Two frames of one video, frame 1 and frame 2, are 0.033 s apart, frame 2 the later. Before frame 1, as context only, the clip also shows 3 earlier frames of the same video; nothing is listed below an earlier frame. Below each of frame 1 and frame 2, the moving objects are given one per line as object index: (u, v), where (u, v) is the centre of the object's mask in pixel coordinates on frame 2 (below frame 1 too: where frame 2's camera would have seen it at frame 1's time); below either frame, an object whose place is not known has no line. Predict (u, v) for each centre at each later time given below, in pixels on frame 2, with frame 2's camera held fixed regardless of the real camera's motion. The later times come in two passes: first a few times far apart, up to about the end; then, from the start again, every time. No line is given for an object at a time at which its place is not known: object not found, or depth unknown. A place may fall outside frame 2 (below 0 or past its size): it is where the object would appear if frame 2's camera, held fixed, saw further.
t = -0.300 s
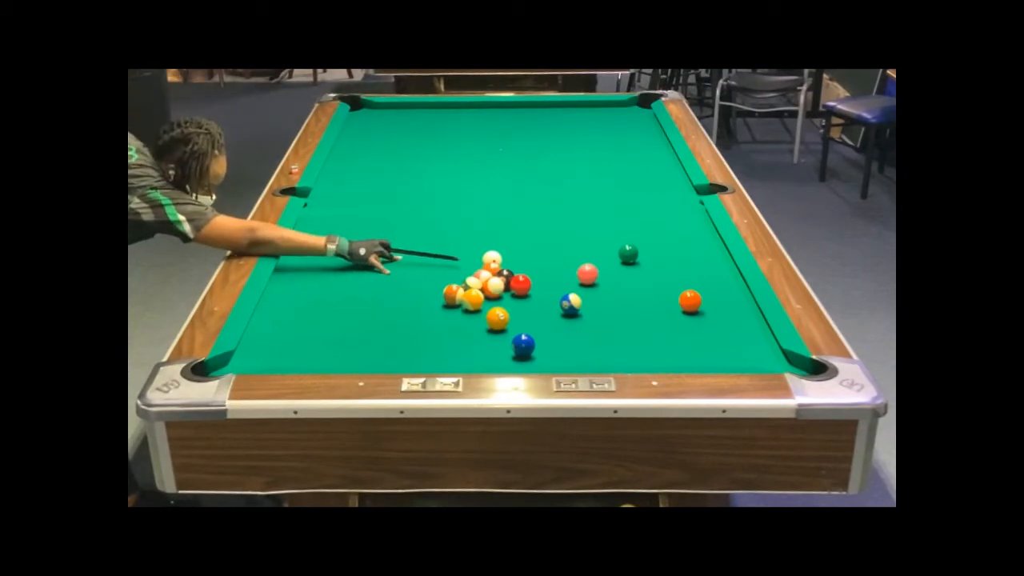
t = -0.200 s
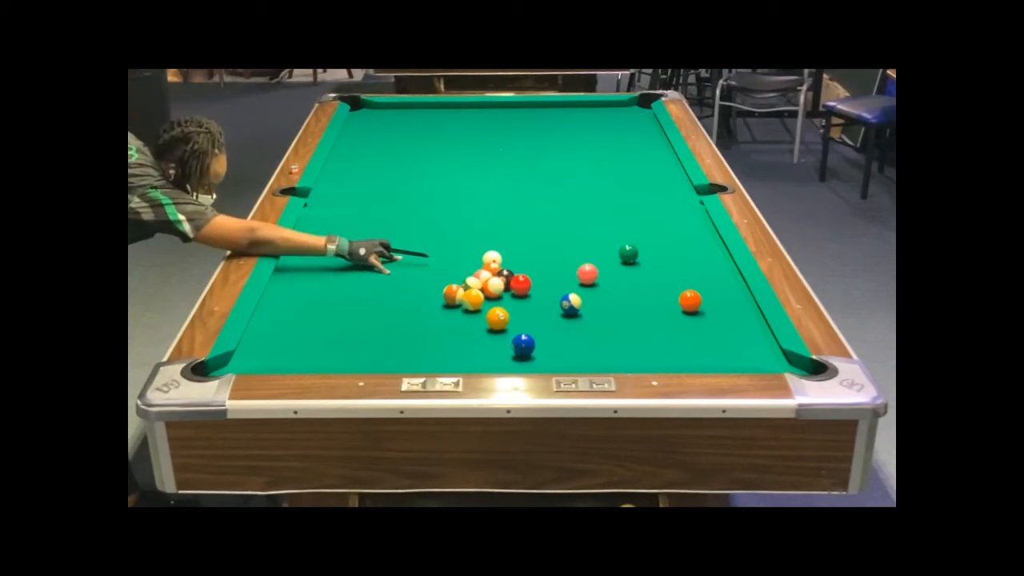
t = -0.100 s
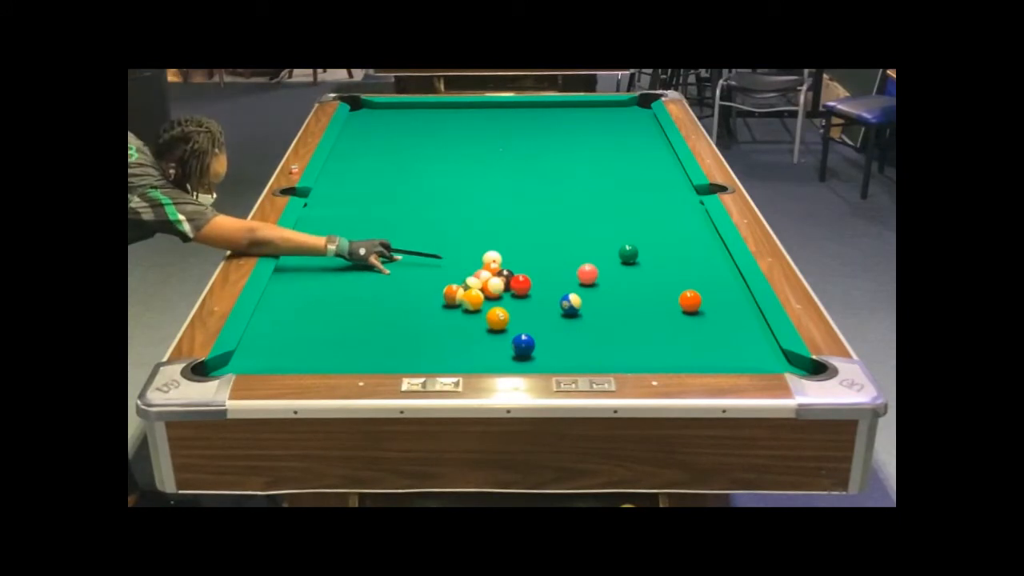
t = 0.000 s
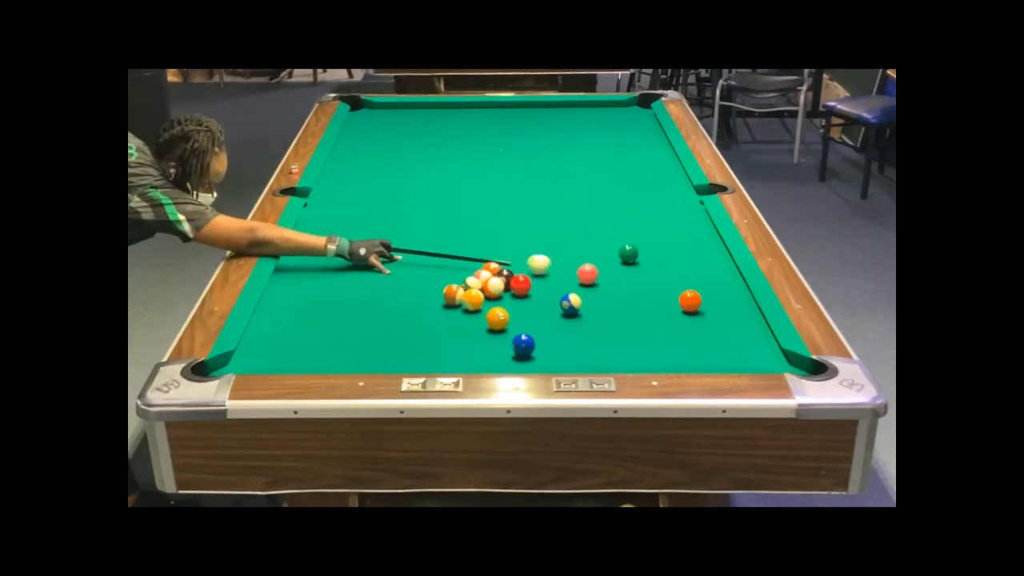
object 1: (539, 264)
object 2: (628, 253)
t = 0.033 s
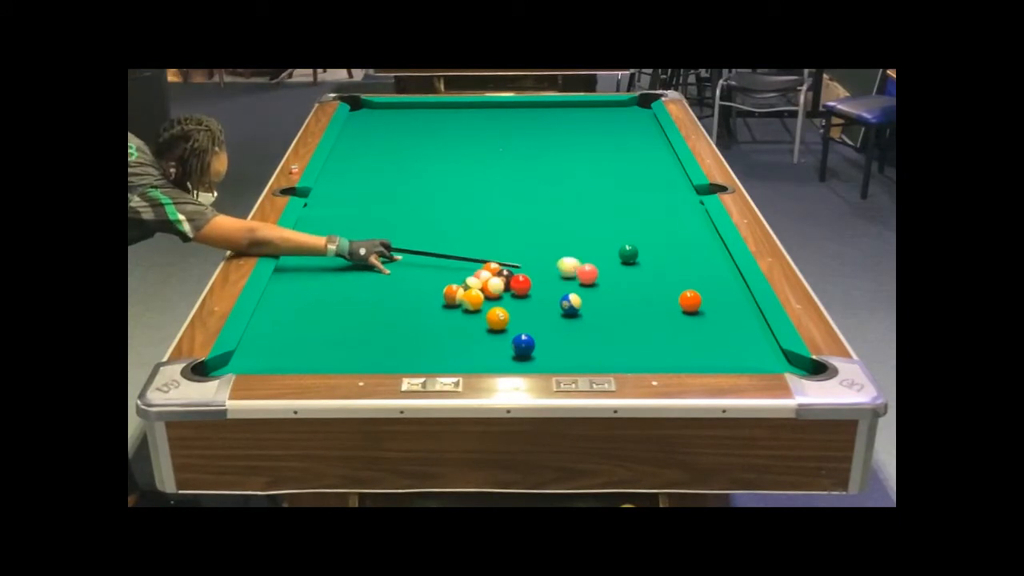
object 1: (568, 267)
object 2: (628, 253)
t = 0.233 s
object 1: (625, 258)
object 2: (647, 247)
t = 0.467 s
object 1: (653, 257)
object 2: (689, 234)
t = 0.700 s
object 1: (675, 256)
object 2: (694, 225)
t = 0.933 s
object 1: (691, 255)
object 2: (675, 220)
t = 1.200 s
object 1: (703, 255)
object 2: (658, 216)
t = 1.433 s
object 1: (707, 255)
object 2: (650, 214)
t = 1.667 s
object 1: (707, 255)
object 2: (645, 213)
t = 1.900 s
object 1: (707, 255)
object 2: (644, 213)
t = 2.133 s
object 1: (707, 255)
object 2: (644, 213)
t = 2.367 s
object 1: (707, 255)
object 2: (644, 213)
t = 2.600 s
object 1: (707, 255)
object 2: (644, 213)
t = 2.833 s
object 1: (707, 255)
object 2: (644, 213)
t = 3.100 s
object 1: (707, 255)
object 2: (644, 213)
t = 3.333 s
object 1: (707, 255)
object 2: (644, 213)
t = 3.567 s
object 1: (707, 255)
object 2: (644, 213)
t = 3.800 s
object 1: (707, 255)
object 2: (644, 213)
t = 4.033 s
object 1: (707, 255)
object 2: (644, 213)
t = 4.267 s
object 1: (707, 255)
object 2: (644, 213)
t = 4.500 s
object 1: (707, 255)
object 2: (644, 212)
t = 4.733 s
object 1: (707, 255)
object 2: (644, 212)
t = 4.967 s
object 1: (707, 255)
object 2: (644, 213)
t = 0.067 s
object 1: (584, 264)
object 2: (628, 253)
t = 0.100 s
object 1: (598, 262)
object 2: (628, 253)
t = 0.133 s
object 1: (610, 259)
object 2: (629, 253)
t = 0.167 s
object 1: (617, 259)
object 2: (634, 251)
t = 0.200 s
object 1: (621, 258)
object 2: (640, 249)
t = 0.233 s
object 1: (625, 258)
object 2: (647, 247)
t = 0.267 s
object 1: (630, 258)
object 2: (654, 245)
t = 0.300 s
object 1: (634, 258)
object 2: (659, 243)
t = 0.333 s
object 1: (638, 258)
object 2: (666, 241)
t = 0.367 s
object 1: (642, 258)
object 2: (672, 240)
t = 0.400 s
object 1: (646, 258)
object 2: (677, 238)
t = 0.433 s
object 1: (649, 257)
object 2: (683, 236)
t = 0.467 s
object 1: (653, 257)
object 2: (689, 234)
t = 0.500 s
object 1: (656, 257)
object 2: (694, 233)
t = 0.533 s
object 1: (660, 257)
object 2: (700, 231)
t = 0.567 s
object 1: (663, 257)
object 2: (705, 229)
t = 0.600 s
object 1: (666, 256)
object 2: (704, 228)
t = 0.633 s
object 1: (669, 256)
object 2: (701, 227)
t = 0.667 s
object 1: (672, 256)
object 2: (697, 226)
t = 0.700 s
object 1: (675, 256)
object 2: (694, 225)
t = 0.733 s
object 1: (677, 256)
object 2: (691, 225)
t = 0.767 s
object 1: (680, 256)
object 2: (688, 224)
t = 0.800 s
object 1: (682, 256)
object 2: (685, 223)
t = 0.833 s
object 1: (685, 256)
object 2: (682, 223)
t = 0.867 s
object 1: (687, 256)
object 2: (680, 222)
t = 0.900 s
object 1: (689, 255)
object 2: (677, 221)
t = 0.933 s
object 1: (691, 255)
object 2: (675, 220)
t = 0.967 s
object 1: (693, 255)
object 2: (672, 219)
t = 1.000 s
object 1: (694, 255)
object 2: (670, 219)
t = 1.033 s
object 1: (696, 255)
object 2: (668, 218)
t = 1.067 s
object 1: (698, 255)
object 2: (666, 218)
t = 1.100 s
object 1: (699, 255)
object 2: (664, 218)
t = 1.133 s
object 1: (700, 255)
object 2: (662, 217)
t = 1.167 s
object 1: (702, 255)
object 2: (660, 217)
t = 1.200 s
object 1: (703, 255)
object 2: (658, 216)
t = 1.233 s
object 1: (704, 255)
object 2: (657, 216)
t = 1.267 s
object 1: (705, 255)
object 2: (655, 215)
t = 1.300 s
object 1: (705, 255)
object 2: (654, 215)
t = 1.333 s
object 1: (706, 255)
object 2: (653, 215)
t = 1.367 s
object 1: (707, 255)
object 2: (652, 214)
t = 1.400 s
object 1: (707, 255)
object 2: (650, 214)
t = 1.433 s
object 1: (707, 255)
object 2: (650, 214)
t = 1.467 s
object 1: (707, 255)
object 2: (649, 214)
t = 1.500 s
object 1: (707, 255)
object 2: (648, 214)
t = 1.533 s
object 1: (707, 255)
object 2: (647, 214)
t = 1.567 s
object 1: (707, 255)
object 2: (646, 214)
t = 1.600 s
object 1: (707, 255)
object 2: (646, 213)
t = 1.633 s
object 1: (707, 255)
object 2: (645, 213)
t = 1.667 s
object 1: (707, 255)
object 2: (645, 213)
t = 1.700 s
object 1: (707, 255)
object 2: (644, 213)
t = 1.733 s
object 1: (707, 255)
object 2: (644, 213)
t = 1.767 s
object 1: (707, 255)
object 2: (644, 213)
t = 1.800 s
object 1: (707, 255)
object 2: (644, 213)
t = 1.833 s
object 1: (707, 255)
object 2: (644, 213)
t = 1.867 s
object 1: (707, 255)
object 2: (644, 213)
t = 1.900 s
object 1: (707, 255)
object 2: (644, 213)
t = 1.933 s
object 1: (707, 255)
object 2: (644, 213)
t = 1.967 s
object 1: (707, 255)
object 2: (644, 213)
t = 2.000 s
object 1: (707, 255)
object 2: (644, 213)
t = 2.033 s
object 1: (707, 255)
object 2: (644, 213)
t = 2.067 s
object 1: (707, 255)
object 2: (644, 213)
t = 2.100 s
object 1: (707, 255)
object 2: (644, 213)
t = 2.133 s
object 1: (707, 255)
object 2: (644, 213)
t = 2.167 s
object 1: (707, 255)
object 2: (644, 213)
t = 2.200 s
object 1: (707, 255)
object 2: (644, 213)
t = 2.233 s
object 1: (707, 255)
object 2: (644, 213)
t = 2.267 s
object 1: (707, 255)
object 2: (644, 213)
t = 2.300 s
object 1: (707, 255)
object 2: (644, 213)
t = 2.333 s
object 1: (707, 255)
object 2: (644, 213)
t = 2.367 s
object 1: (707, 255)
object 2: (644, 213)
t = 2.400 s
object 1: (707, 255)
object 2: (644, 213)
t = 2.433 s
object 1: (707, 255)
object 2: (644, 213)
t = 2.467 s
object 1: (707, 255)
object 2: (644, 213)
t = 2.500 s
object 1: (707, 255)
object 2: (644, 213)
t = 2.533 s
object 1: (707, 255)
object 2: (644, 213)
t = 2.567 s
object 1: (707, 255)
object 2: (644, 213)
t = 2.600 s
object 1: (707, 255)
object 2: (644, 213)
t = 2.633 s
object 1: (707, 255)
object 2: (644, 213)
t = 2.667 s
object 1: (707, 255)
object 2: (644, 213)
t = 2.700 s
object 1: (707, 255)
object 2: (644, 213)
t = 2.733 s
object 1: (707, 255)
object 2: (644, 213)
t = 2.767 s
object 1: (707, 255)
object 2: (644, 213)
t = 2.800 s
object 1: (707, 255)
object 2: (644, 213)
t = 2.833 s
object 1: (707, 255)
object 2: (644, 213)
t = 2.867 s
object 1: (707, 255)
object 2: (644, 213)
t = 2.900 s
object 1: (707, 255)
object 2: (644, 213)
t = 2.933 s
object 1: (707, 255)
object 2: (644, 213)
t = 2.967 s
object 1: (707, 255)
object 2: (644, 213)
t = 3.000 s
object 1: (707, 255)
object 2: (644, 213)
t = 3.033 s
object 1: (707, 255)
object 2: (644, 213)
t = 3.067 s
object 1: (707, 255)
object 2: (644, 213)
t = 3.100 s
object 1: (707, 255)
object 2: (644, 213)
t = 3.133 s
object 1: (707, 255)
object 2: (644, 213)
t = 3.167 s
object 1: (707, 255)
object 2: (644, 213)
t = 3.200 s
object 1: (707, 255)
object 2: (644, 213)
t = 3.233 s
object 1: (707, 255)
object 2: (644, 213)
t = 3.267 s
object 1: (707, 255)
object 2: (644, 213)
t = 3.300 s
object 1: (707, 255)
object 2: (644, 213)
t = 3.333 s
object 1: (707, 255)
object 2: (644, 213)
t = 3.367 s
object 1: (707, 255)
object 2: (644, 213)
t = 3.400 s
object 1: (707, 255)
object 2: (644, 213)
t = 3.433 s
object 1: (707, 255)
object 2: (644, 213)
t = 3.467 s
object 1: (707, 255)
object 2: (644, 213)
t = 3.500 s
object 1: (707, 255)
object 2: (644, 213)
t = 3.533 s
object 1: (707, 255)
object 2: (644, 213)
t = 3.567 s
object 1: (707, 255)
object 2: (644, 213)
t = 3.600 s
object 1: (707, 255)
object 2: (644, 213)
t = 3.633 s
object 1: (707, 255)
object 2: (644, 213)
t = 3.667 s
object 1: (707, 255)
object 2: (644, 213)
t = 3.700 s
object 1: (707, 255)
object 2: (644, 213)
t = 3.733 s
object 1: (707, 255)
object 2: (644, 213)
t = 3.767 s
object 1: (707, 255)
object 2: (644, 212)
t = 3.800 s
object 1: (707, 255)
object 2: (644, 213)
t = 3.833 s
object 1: (707, 255)
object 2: (644, 212)
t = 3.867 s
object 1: (707, 255)
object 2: (644, 213)
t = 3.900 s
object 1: (707, 255)
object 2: (644, 213)
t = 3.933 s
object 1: (707, 255)
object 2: (644, 213)
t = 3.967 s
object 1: (707, 255)
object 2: (644, 213)
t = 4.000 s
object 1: (707, 255)
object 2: (644, 213)
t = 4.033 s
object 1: (707, 255)
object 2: (644, 213)
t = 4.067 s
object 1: (707, 255)
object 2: (644, 213)
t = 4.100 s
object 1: (707, 255)
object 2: (644, 213)
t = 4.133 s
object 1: (707, 255)
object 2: (644, 213)
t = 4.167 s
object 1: (707, 255)
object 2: (644, 213)
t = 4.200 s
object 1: (707, 255)
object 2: (644, 213)
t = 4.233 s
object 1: (707, 255)
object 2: (644, 213)
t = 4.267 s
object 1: (707, 255)
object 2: (644, 213)
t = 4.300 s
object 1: (707, 255)
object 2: (644, 213)
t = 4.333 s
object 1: (707, 255)
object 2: (644, 213)
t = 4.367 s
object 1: (707, 255)
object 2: (644, 212)
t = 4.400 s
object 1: (707, 255)
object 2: (644, 212)
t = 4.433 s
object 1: (707, 255)
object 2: (644, 212)
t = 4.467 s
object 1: (707, 255)
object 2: (644, 212)
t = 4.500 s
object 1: (707, 255)
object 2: (644, 212)
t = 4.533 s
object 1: (707, 255)
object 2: (644, 213)
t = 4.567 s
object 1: (707, 255)
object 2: (644, 212)
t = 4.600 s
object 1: (707, 255)
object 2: (644, 212)
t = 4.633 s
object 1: (707, 255)
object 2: (644, 212)
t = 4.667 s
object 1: (707, 255)
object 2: (644, 213)
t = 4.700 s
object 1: (707, 255)
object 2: (644, 212)
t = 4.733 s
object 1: (707, 255)
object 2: (644, 212)
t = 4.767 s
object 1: (707, 255)
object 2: (644, 212)
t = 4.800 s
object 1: (707, 255)
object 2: (644, 212)
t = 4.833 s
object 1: (707, 255)
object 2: (644, 213)
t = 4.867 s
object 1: (707, 255)
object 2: (644, 213)
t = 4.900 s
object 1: (707, 255)
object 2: (644, 213)
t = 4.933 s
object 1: (707, 255)
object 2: (644, 213)
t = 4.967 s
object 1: (707, 255)
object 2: (644, 213)
